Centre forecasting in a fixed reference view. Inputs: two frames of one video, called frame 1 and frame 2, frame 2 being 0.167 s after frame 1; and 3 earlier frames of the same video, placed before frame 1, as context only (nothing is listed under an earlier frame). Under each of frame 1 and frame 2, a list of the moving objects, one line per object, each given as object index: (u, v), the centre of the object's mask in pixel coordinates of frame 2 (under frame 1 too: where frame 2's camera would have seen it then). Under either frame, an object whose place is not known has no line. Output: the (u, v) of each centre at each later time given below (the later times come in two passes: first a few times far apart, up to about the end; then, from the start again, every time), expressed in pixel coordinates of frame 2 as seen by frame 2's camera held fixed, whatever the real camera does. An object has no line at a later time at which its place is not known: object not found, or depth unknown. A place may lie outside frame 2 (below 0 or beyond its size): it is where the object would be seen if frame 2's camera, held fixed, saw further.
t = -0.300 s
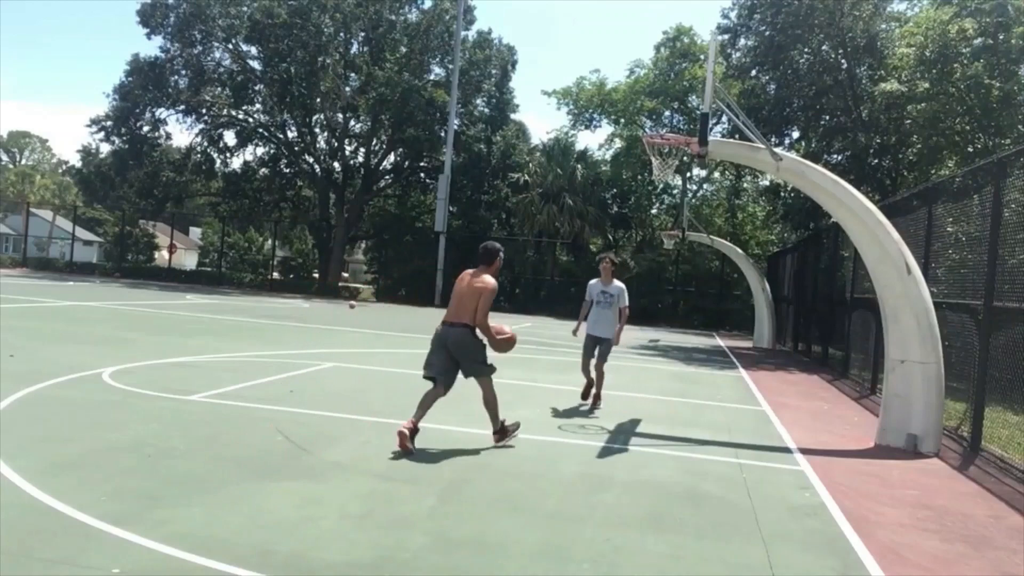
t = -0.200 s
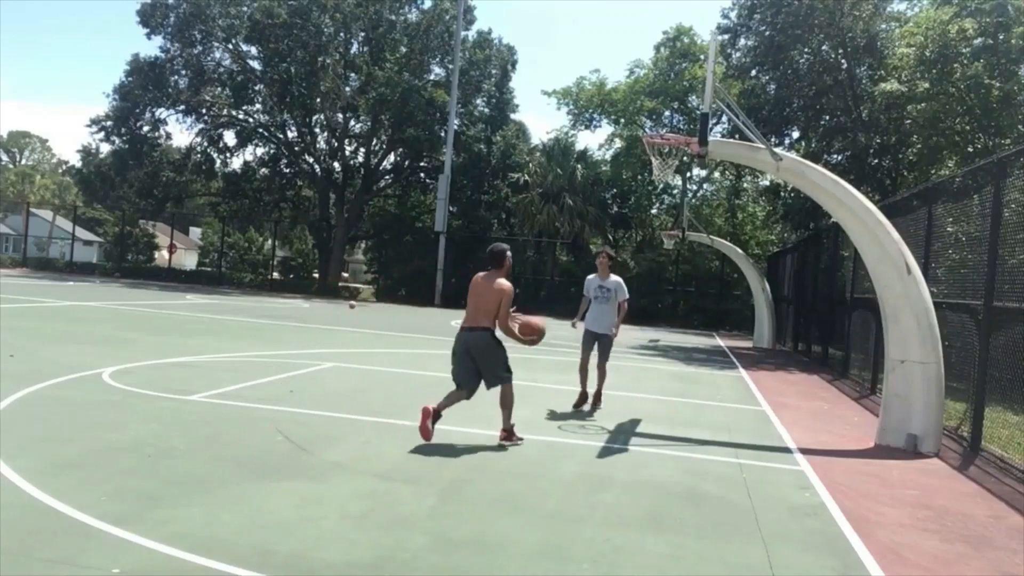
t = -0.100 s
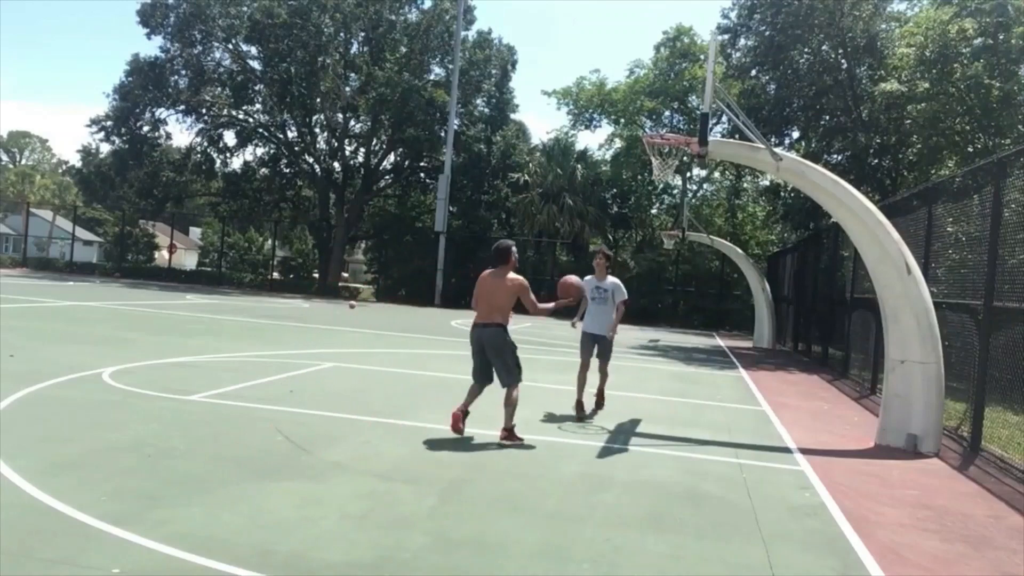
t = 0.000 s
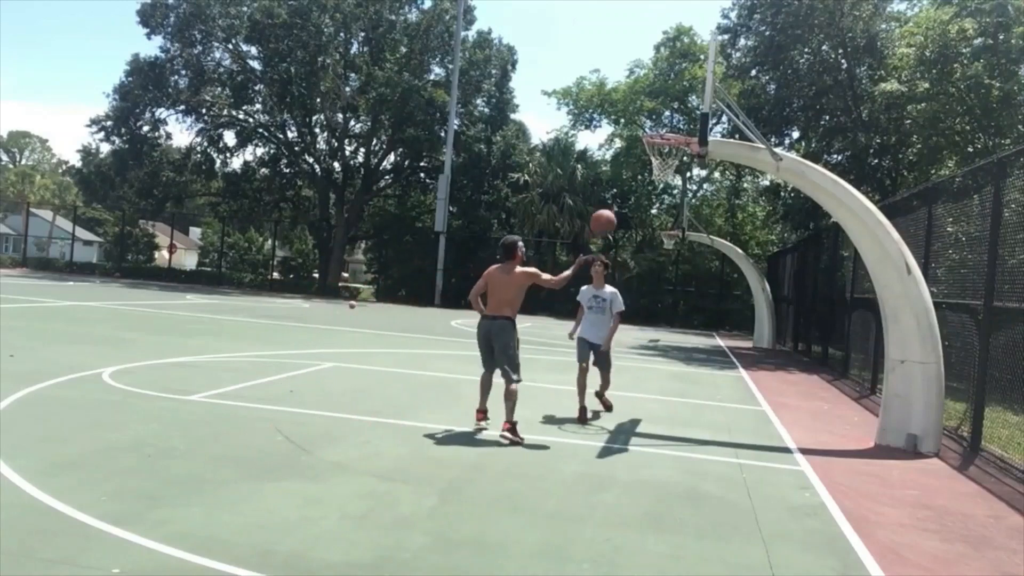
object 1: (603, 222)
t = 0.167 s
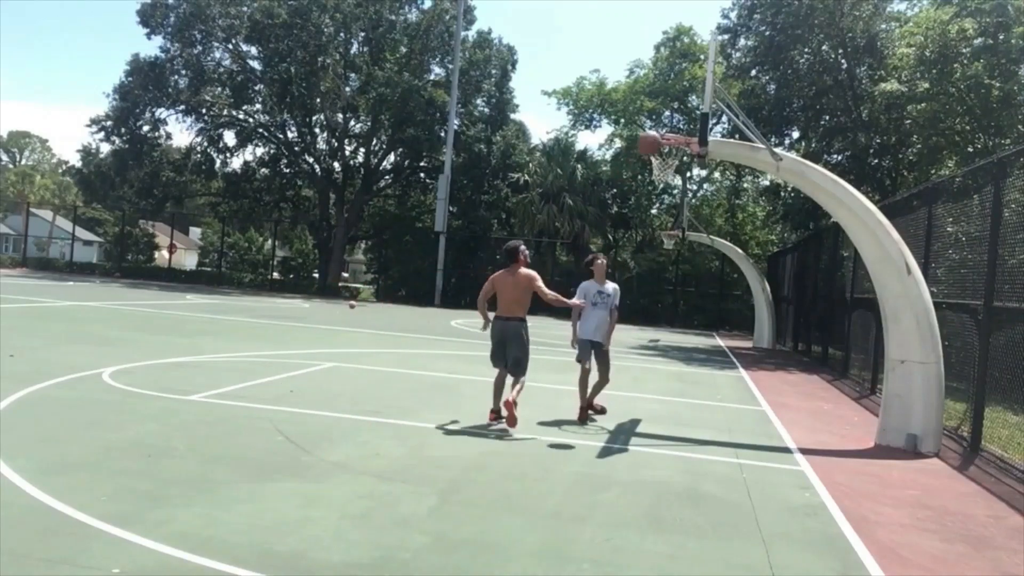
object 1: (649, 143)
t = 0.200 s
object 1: (658, 132)
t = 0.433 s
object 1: (683, 89)
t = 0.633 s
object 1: (653, 95)
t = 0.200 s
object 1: (658, 132)
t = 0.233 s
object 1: (666, 121)
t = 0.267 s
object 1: (674, 113)
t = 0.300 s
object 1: (681, 106)
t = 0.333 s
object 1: (689, 99)
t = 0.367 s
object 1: (691, 95)
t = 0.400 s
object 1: (687, 92)
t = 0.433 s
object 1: (683, 89)
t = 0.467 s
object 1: (678, 87)
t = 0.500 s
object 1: (674, 88)
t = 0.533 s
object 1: (668, 88)
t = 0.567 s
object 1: (663, 89)
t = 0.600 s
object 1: (659, 92)
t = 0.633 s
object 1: (653, 95)
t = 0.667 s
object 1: (649, 100)
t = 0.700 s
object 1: (642, 105)
